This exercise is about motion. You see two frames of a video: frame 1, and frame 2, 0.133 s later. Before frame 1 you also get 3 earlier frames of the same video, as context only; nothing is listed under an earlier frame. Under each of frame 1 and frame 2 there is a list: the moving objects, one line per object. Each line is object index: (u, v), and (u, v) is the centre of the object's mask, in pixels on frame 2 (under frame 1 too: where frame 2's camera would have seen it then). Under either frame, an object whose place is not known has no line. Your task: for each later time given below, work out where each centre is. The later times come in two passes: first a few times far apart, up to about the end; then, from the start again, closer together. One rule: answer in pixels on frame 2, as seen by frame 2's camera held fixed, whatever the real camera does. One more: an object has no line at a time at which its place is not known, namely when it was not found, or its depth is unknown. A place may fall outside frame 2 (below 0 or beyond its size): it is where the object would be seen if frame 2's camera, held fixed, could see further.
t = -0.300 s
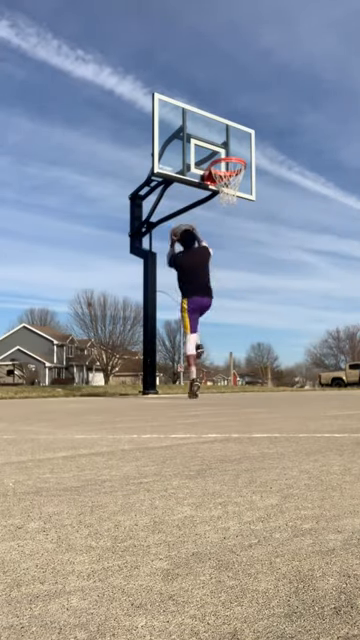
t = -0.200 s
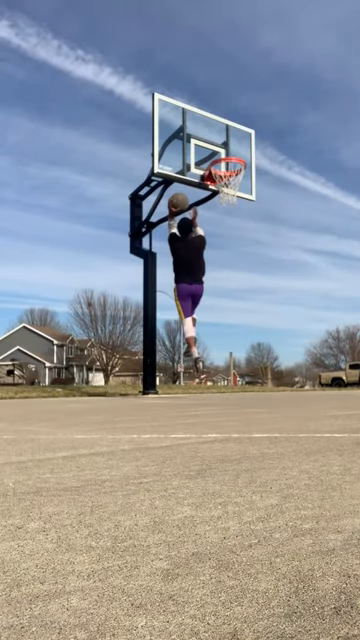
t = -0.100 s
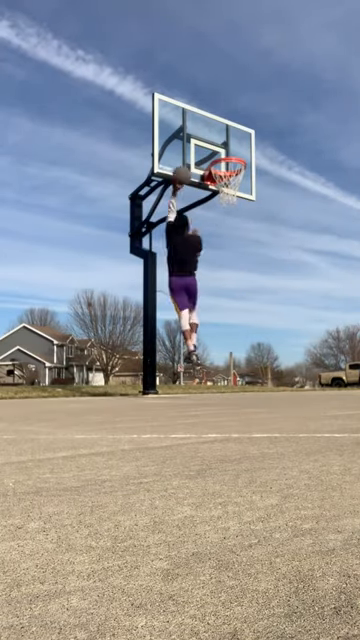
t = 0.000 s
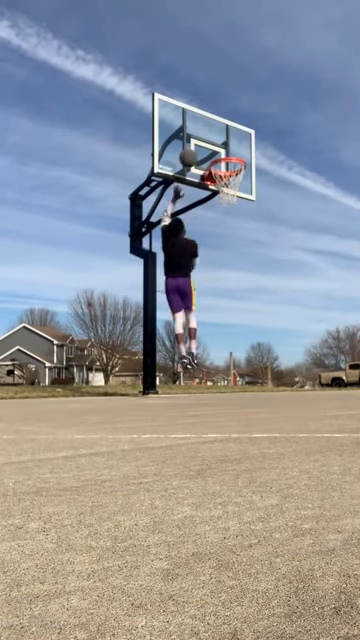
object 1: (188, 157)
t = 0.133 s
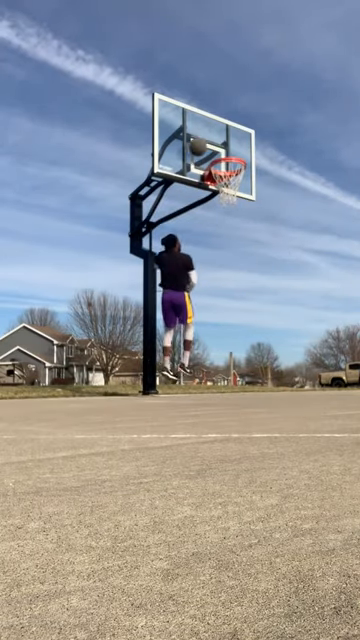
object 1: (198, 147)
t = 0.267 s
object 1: (211, 145)
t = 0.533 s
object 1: (241, 178)
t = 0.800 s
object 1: (238, 216)
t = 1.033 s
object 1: (236, 286)
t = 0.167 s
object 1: (201, 145)
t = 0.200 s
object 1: (205, 144)
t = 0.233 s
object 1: (208, 145)
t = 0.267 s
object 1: (211, 145)
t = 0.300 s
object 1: (215, 147)
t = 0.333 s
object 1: (219, 150)
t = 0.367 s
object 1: (222, 150)
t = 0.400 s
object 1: (225, 152)
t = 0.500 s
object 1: (239, 174)
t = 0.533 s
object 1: (241, 178)
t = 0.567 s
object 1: (240, 183)
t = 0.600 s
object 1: (240, 186)
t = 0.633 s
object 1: (240, 191)
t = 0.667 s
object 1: (240, 193)
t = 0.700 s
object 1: (239, 198)
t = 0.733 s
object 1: (239, 203)
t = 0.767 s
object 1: (238, 209)
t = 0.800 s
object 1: (238, 216)
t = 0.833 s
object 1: (238, 223)
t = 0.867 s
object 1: (237, 232)
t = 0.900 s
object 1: (237, 241)
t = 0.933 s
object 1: (237, 251)
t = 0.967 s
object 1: (236, 262)
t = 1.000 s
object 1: (236, 274)
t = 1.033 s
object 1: (236, 286)
